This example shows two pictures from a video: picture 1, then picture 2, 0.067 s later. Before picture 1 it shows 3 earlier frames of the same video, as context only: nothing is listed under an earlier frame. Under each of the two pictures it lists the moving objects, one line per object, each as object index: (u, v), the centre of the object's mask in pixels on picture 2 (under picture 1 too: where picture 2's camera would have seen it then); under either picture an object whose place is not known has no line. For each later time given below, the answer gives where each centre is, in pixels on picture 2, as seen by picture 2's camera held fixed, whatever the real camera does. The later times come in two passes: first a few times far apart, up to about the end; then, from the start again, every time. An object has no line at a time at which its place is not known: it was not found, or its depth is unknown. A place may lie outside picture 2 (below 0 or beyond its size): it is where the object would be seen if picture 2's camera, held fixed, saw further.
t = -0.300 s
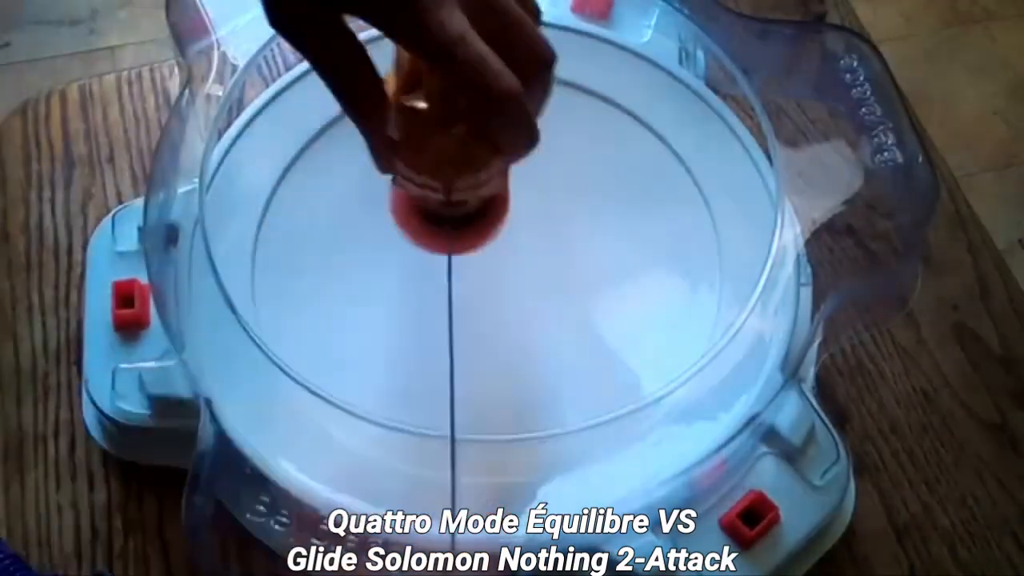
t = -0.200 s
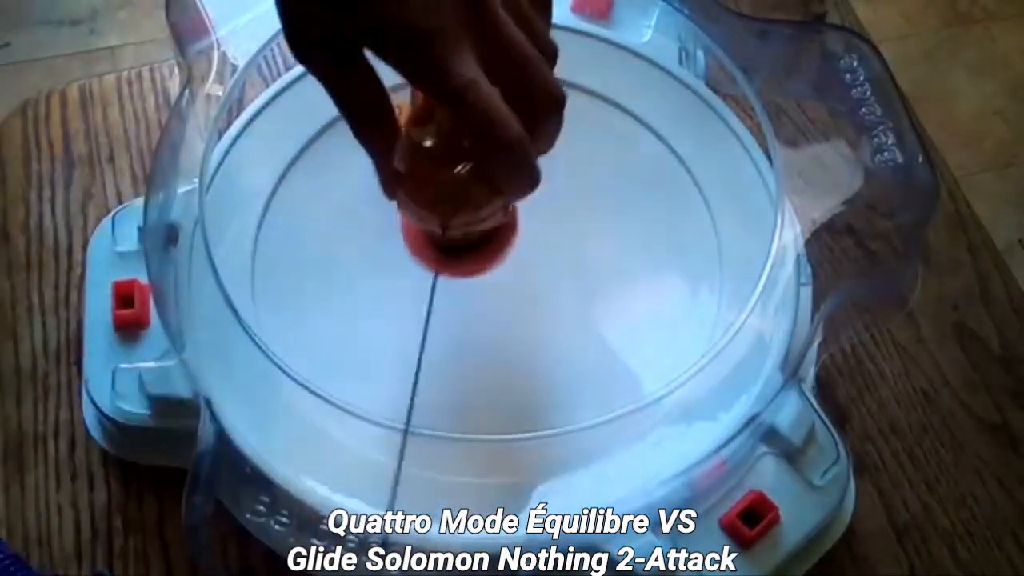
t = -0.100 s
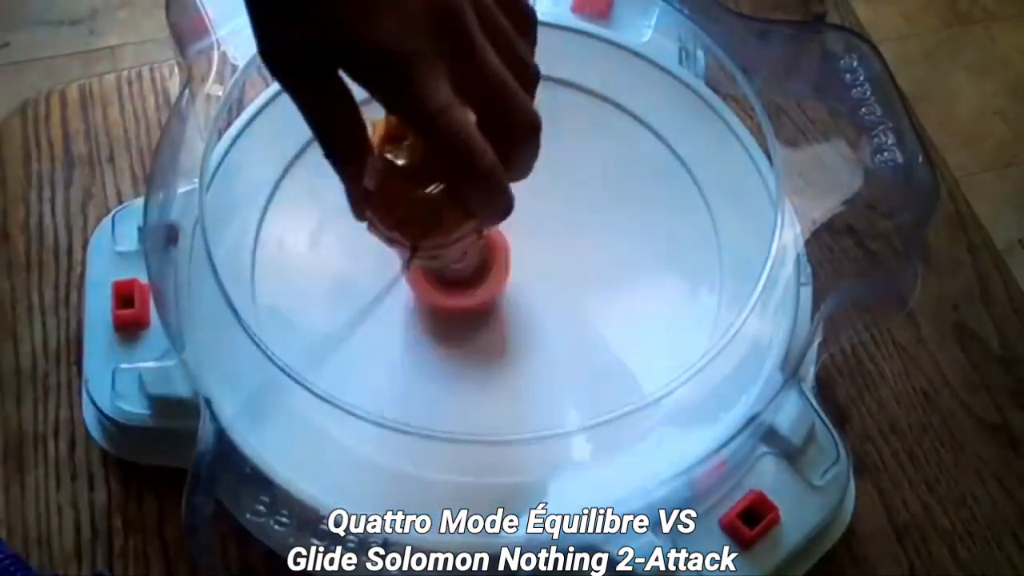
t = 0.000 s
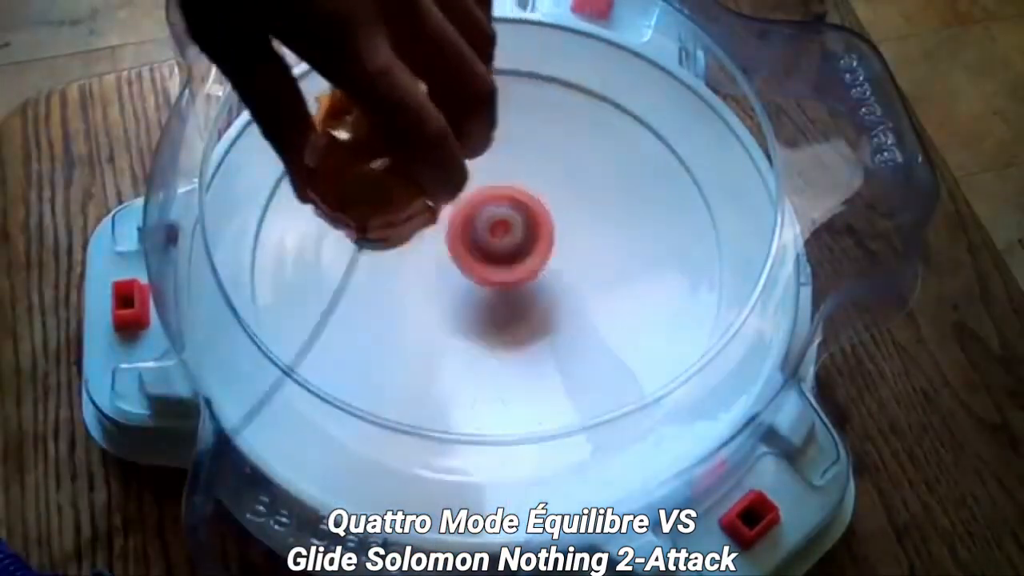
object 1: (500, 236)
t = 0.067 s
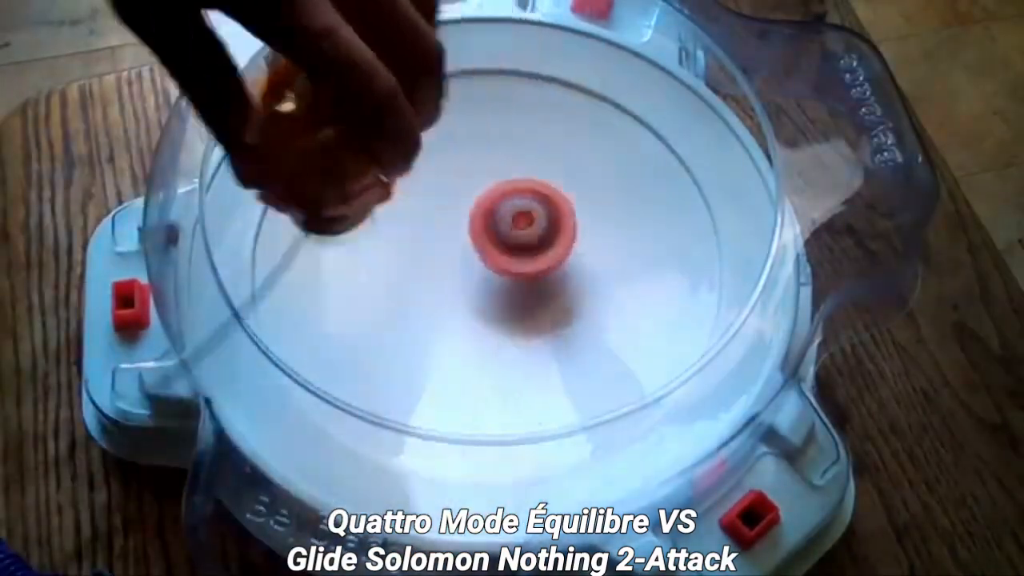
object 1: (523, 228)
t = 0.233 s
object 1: (542, 218)
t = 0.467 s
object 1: (497, 227)
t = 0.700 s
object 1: (477, 261)
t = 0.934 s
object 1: (509, 273)
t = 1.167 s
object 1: (528, 256)
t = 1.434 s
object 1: (497, 242)
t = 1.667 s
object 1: (470, 267)
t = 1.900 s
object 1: (488, 287)
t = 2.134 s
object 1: (514, 273)
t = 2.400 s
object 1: (484, 254)
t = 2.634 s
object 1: (452, 261)
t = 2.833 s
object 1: (463, 276)
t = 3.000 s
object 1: (488, 279)
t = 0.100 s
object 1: (532, 228)
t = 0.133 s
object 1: (537, 222)
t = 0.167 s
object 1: (541, 220)
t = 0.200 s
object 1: (543, 220)
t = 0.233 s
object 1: (542, 218)
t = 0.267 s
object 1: (539, 217)
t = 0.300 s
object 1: (534, 217)
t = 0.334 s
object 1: (527, 218)
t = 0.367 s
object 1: (520, 219)
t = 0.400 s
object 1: (512, 221)
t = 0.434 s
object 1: (504, 223)
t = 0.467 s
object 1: (497, 227)
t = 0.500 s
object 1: (490, 232)
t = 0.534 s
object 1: (485, 236)
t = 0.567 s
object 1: (480, 241)
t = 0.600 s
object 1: (477, 247)
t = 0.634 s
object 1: (476, 252)
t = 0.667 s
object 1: (476, 257)
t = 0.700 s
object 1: (477, 261)
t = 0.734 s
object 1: (479, 266)
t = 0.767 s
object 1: (483, 269)
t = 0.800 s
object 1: (487, 271)
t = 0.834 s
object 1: (492, 273)
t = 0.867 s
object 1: (498, 274)
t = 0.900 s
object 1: (503, 274)
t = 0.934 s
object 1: (509, 273)
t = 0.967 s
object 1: (514, 272)
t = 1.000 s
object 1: (519, 271)
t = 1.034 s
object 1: (522, 268)
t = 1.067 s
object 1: (525, 265)
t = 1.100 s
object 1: (527, 262)
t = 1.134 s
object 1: (528, 259)
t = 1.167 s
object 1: (528, 256)
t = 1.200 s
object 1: (527, 252)
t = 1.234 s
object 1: (525, 249)
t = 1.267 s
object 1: (522, 246)
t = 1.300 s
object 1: (518, 244)
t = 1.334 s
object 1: (514, 242)
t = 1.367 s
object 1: (509, 241)
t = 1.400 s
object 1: (503, 241)
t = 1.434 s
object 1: (497, 242)
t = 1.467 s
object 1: (492, 244)
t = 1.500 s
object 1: (486, 247)
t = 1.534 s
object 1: (481, 250)
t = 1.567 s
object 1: (477, 255)
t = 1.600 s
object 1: (474, 259)
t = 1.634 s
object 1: (472, 263)
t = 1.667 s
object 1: (470, 267)
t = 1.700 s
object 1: (470, 272)
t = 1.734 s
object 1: (470, 275)
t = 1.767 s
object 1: (472, 279)
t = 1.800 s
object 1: (475, 282)
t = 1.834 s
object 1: (479, 284)
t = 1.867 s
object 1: (483, 286)
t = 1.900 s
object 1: (488, 287)
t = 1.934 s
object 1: (493, 287)
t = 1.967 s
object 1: (497, 286)
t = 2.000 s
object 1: (502, 284)
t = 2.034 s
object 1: (506, 282)
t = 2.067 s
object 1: (510, 279)
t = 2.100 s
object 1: (513, 276)
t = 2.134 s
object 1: (514, 273)
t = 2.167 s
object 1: (514, 270)
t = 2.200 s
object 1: (513, 267)
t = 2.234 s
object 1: (511, 264)
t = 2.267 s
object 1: (507, 261)
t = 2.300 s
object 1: (502, 259)
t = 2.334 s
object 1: (496, 256)
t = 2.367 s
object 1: (490, 255)
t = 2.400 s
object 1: (484, 254)
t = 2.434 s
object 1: (477, 254)
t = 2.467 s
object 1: (471, 254)
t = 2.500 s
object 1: (465, 254)
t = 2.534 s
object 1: (461, 255)
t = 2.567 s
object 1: (456, 257)
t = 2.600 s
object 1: (454, 259)
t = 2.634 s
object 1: (452, 261)
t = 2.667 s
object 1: (451, 263)
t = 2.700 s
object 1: (452, 265)
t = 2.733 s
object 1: (453, 269)
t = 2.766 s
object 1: (455, 271)
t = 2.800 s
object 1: (459, 274)
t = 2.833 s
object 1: (463, 276)
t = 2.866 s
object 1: (468, 277)
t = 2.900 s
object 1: (473, 278)
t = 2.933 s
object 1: (478, 279)
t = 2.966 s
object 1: (483, 279)
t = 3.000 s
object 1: (488, 279)
